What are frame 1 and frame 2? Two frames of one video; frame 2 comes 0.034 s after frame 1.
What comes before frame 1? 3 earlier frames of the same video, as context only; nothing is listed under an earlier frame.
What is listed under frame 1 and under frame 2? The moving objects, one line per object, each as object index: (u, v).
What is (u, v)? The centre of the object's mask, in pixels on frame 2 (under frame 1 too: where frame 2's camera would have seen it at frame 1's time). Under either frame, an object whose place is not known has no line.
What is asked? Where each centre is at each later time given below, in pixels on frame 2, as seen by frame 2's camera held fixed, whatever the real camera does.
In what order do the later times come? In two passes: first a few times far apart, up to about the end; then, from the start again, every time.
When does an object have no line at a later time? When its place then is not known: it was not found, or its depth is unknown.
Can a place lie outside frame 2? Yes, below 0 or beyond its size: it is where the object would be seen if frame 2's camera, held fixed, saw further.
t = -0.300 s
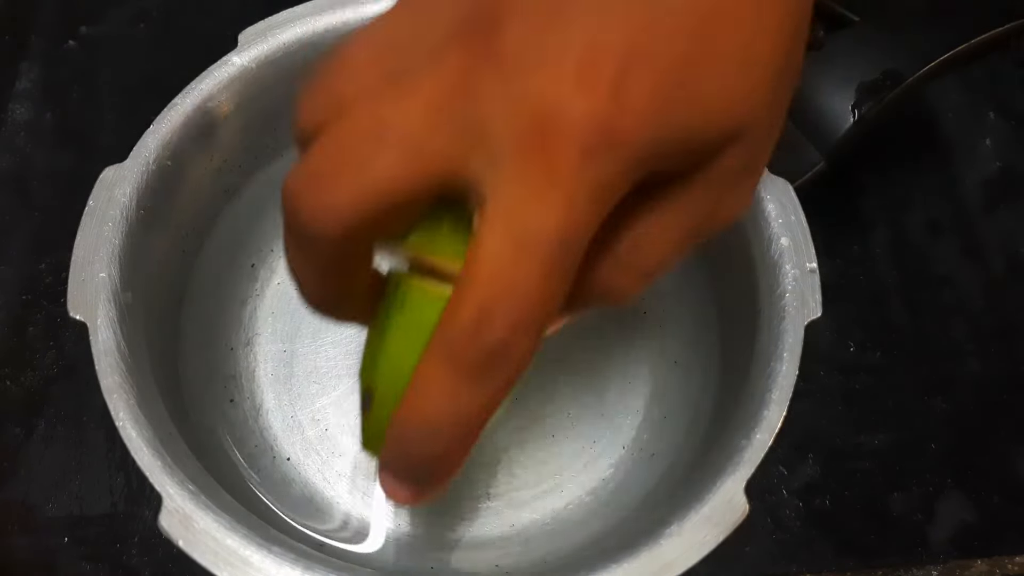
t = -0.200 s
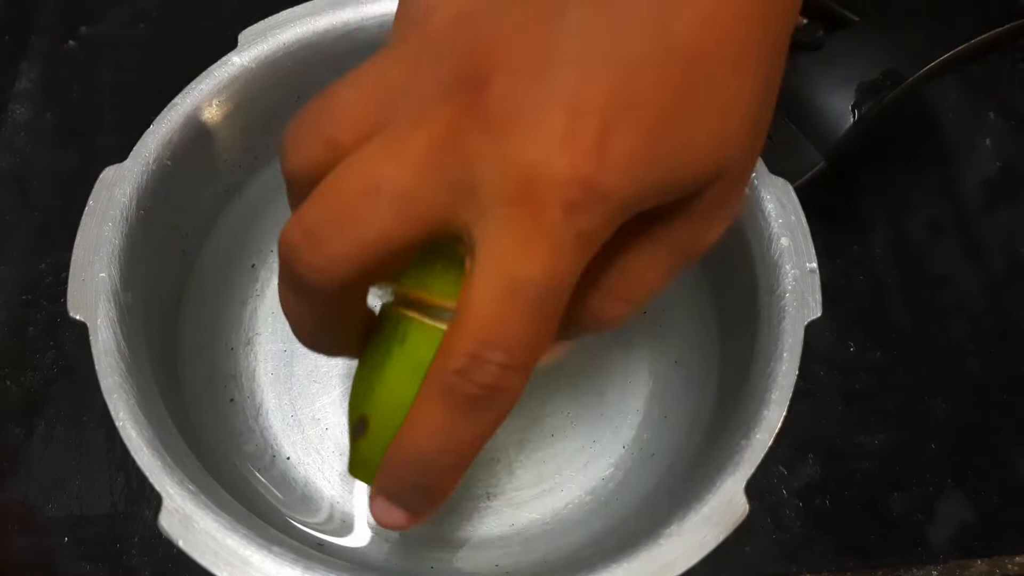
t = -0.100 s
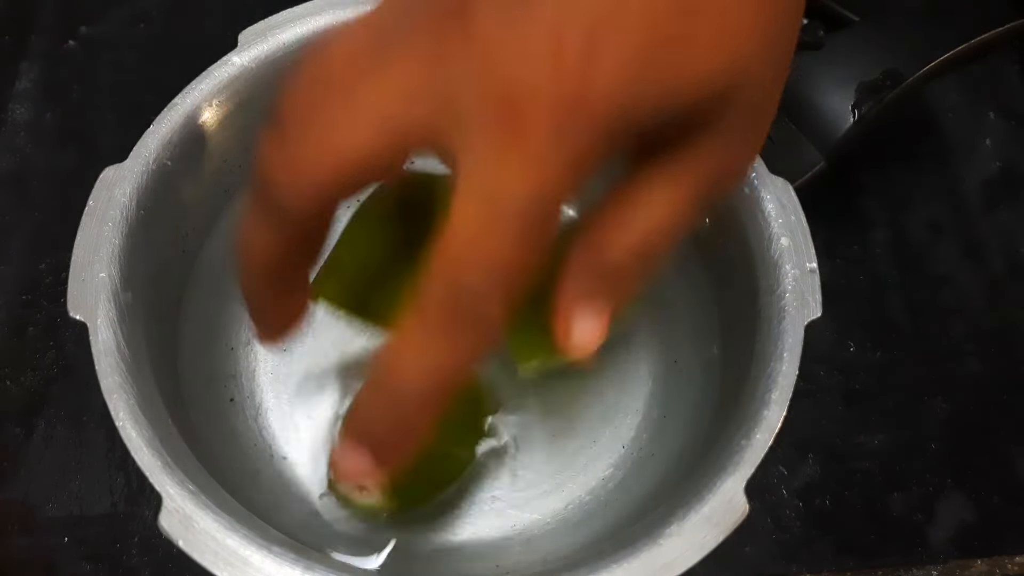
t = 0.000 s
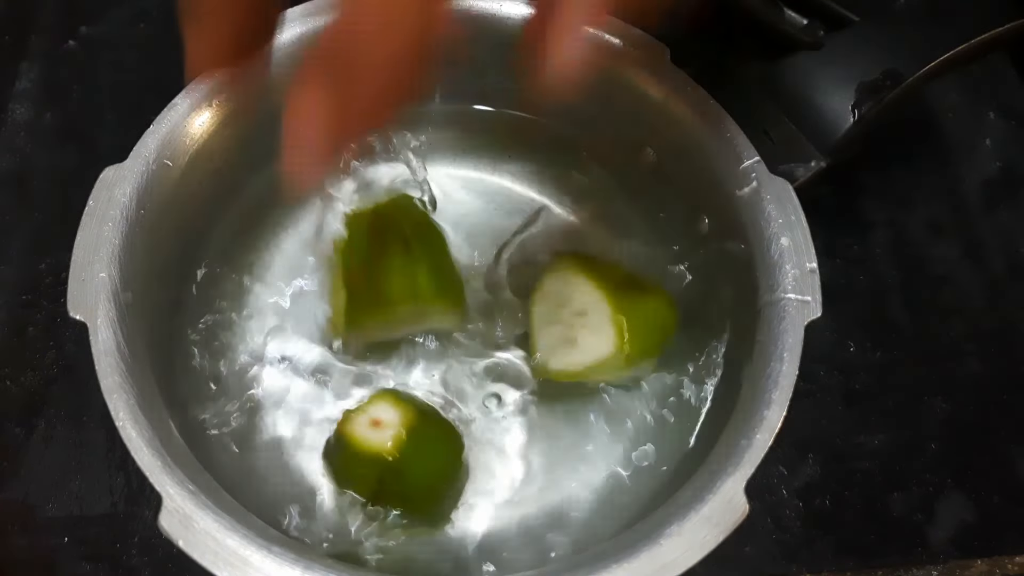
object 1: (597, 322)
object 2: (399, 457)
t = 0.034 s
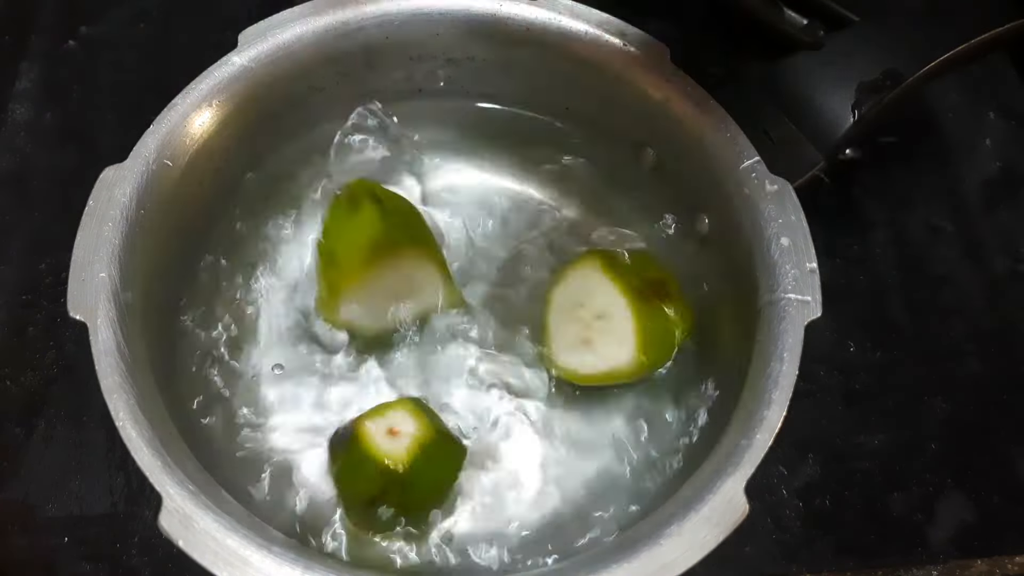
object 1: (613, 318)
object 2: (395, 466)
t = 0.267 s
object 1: (631, 345)
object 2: (379, 463)
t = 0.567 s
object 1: (609, 369)
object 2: (378, 454)
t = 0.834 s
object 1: (597, 373)
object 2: (372, 446)
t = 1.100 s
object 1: (600, 380)
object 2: (361, 426)
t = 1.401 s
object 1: (589, 391)
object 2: (355, 377)
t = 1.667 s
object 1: (578, 405)
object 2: (356, 339)
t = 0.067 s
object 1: (621, 322)
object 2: (396, 466)
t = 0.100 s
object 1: (628, 326)
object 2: (394, 460)
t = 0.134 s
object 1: (624, 331)
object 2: (391, 465)
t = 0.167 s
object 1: (622, 334)
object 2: (383, 465)
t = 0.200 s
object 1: (621, 337)
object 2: (383, 468)
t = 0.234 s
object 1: (625, 340)
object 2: (382, 466)
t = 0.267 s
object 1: (631, 345)
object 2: (379, 463)
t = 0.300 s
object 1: (630, 352)
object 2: (381, 471)
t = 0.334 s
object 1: (633, 357)
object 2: (379, 475)
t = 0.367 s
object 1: (631, 363)
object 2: (382, 469)
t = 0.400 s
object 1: (627, 368)
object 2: (384, 458)
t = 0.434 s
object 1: (621, 372)
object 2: (391, 468)
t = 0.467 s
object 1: (618, 375)
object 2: (392, 466)
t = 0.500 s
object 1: (616, 374)
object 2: (390, 463)
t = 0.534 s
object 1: (612, 371)
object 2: (385, 455)
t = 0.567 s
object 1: (609, 369)
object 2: (378, 454)
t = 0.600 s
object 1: (610, 367)
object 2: (378, 458)
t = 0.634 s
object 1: (610, 365)
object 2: (372, 453)
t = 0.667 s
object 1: (609, 365)
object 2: (369, 457)
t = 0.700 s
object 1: (606, 366)
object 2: (368, 456)
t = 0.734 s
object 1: (604, 367)
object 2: (370, 452)
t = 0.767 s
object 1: (601, 368)
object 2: (370, 445)
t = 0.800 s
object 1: (599, 369)
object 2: (373, 444)
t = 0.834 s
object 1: (597, 373)
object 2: (372, 446)
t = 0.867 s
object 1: (598, 378)
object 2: (371, 445)
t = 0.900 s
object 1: (600, 382)
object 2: (368, 442)
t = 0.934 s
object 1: (602, 383)
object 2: (370, 449)
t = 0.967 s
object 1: (602, 383)
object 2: (370, 446)
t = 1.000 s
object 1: (602, 382)
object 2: (366, 448)
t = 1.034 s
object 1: (601, 380)
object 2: (365, 442)
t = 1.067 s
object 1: (601, 379)
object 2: (364, 433)
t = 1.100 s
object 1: (600, 380)
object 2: (361, 426)
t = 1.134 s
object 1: (598, 381)
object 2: (365, 423)
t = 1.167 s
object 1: (596, 382)
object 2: (364, 413)
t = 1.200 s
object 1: (594, 382)
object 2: (361, 405)
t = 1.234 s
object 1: (594, 384)
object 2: (358, 399)
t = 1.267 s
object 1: (595, 388)
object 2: (356, 394)
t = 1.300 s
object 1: (594, 389)
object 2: (354, 390)
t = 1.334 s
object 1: (593, 390)
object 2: (353, 386)
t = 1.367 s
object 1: (591, 390)
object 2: (354, 382)
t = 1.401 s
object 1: (589, 391)
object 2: (355, 377)
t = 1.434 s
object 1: (588, 392)
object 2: (356, 370)
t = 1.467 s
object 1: (587, 395)
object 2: (357, 367)
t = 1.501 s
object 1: (587, 398)
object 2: (356, 357)
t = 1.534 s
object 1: (586, 401)
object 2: (355, 353)
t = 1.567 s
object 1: (585, 404)
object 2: (355, 350)
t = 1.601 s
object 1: (584, 406)
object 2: (355, 345)
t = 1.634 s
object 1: (582, 406)
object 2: (355, 344)
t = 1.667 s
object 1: (578, 405)
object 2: (356, 339)
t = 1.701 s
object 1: (575, 402)
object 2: (357, 336)
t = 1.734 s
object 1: (571, 399)
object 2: (358, 333)
